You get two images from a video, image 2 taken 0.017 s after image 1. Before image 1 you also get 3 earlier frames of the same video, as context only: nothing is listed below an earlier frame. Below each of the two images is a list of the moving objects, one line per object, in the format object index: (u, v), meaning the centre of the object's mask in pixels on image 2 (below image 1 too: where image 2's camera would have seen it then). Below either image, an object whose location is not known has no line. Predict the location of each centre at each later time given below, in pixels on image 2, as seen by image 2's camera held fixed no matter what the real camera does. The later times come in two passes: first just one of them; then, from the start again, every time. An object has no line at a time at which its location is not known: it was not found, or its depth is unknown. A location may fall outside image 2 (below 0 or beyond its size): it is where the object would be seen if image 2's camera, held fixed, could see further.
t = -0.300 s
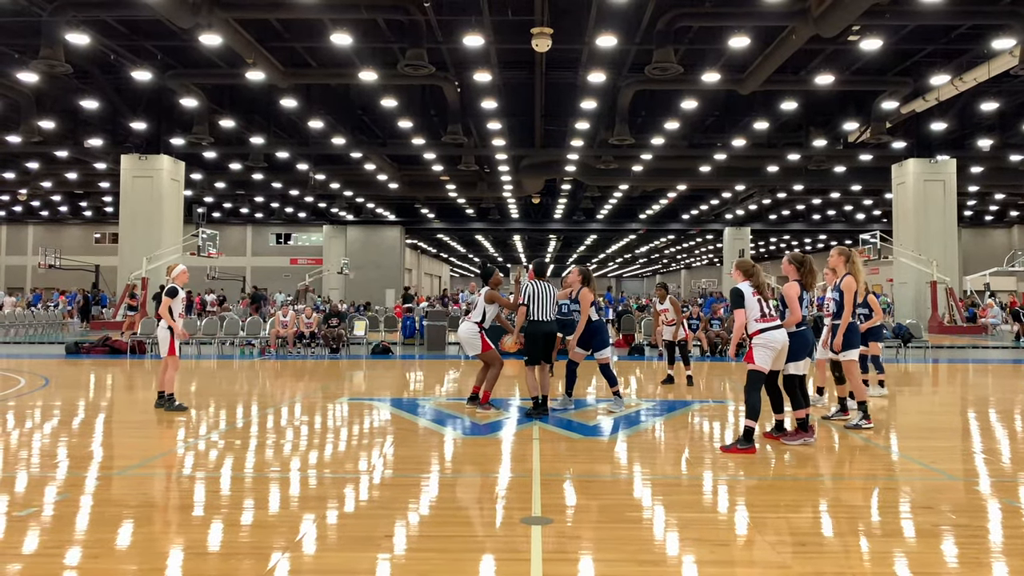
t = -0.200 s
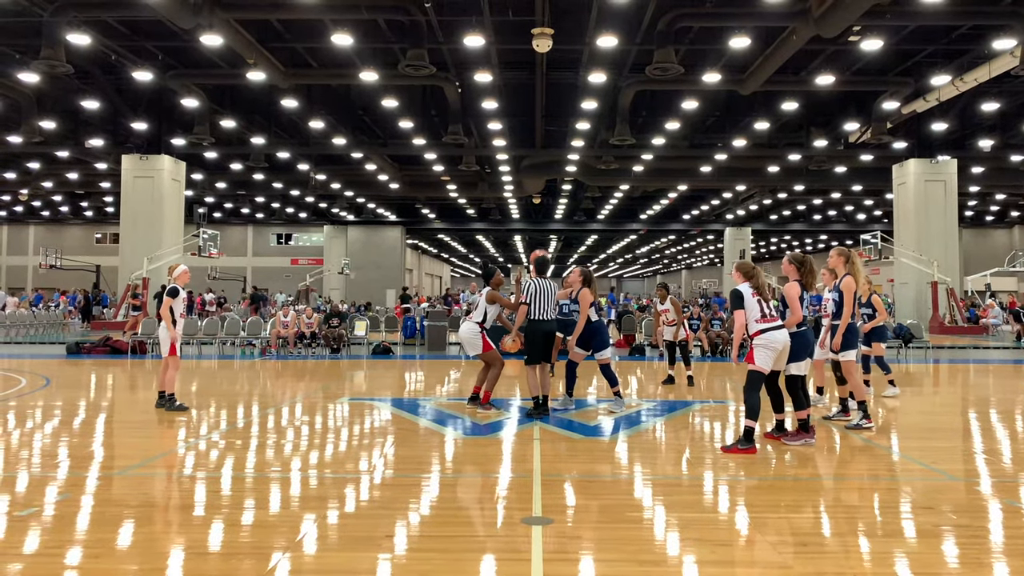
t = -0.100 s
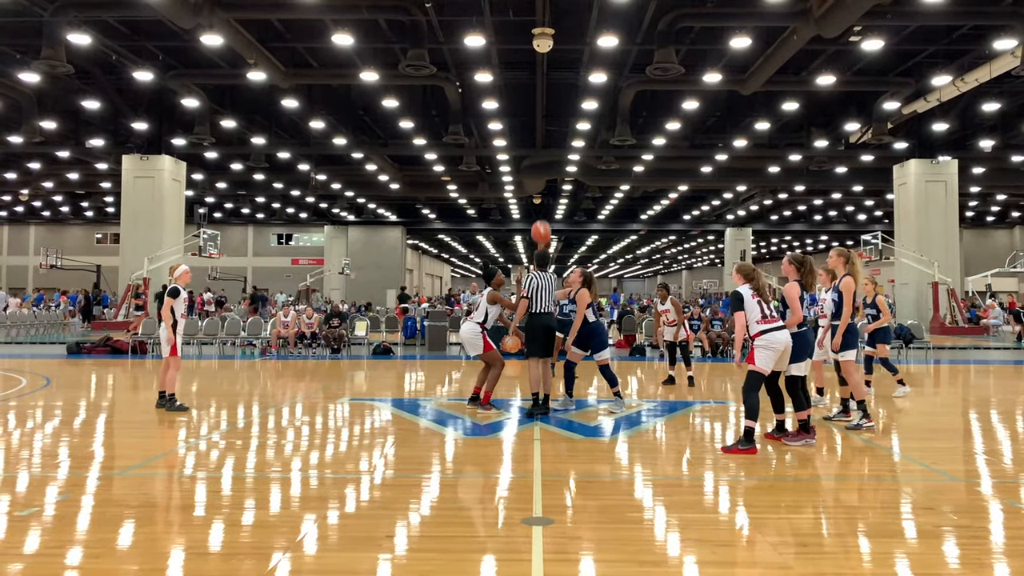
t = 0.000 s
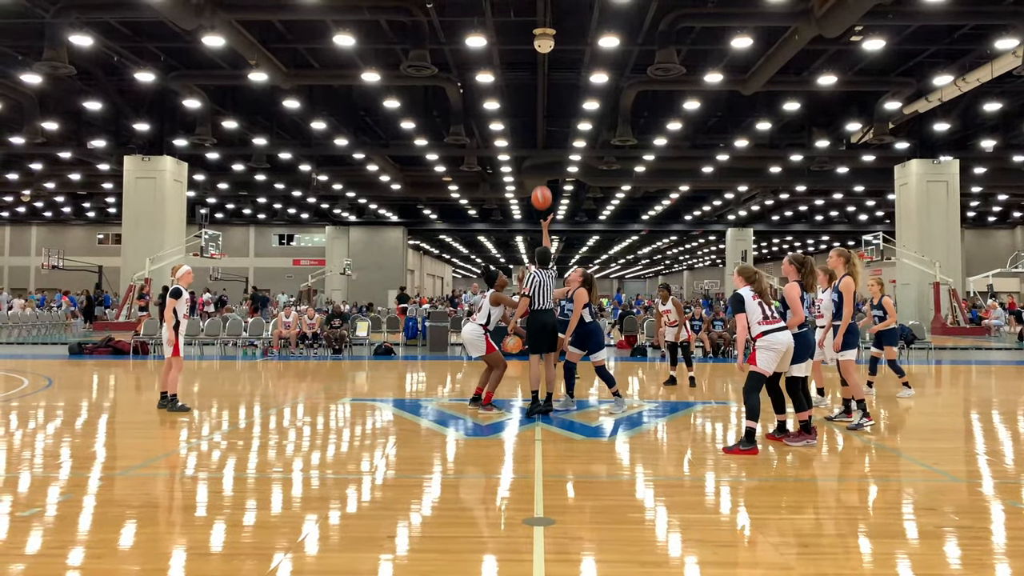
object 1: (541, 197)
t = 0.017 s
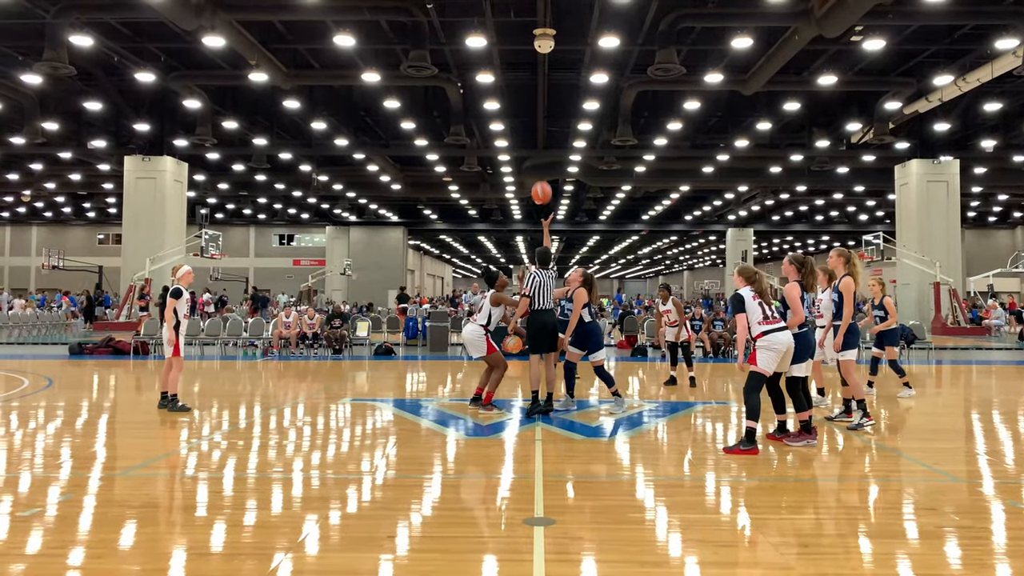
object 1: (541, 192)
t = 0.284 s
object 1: (539, 144)
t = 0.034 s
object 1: (541, 188)
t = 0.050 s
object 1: (541, 183)
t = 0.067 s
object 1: (541, 179)
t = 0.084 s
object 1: (541, 175)
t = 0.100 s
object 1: (541, 171)
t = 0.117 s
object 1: (541, 167)
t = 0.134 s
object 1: (540, 164)
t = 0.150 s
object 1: (540, 161)
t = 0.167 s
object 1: (540, 158)
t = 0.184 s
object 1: (540, 155)
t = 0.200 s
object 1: (540, 153)
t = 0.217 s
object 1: (540, 151)
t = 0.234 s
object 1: (540, 149)
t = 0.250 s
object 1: (540, 147)
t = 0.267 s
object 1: (539, 146)
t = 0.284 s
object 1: (539, 144)
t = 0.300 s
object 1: (540, 143)
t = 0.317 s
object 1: (539, 143)
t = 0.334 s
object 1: (539, 142)
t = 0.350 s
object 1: (539, 142)
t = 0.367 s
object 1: (538, 142)
